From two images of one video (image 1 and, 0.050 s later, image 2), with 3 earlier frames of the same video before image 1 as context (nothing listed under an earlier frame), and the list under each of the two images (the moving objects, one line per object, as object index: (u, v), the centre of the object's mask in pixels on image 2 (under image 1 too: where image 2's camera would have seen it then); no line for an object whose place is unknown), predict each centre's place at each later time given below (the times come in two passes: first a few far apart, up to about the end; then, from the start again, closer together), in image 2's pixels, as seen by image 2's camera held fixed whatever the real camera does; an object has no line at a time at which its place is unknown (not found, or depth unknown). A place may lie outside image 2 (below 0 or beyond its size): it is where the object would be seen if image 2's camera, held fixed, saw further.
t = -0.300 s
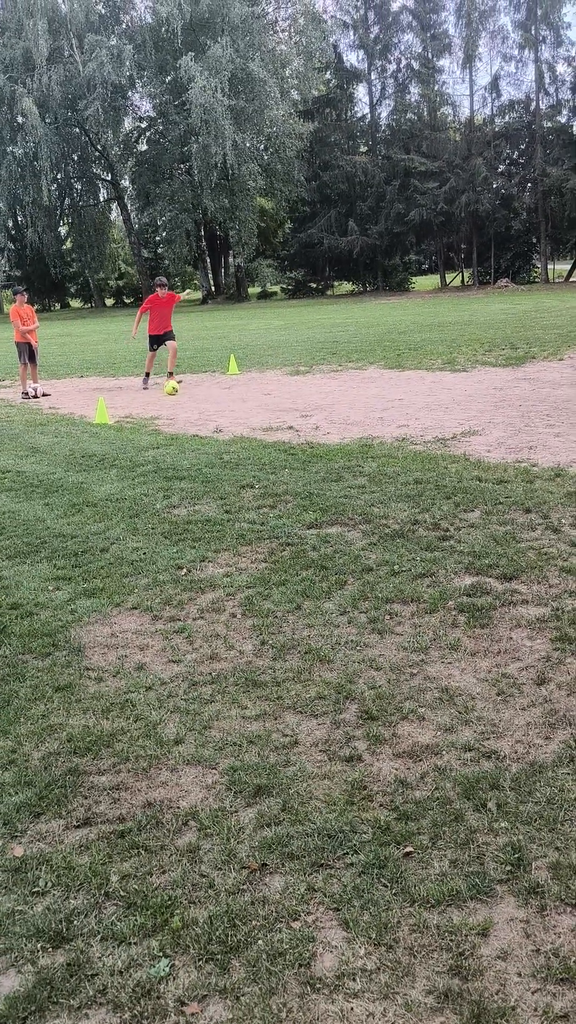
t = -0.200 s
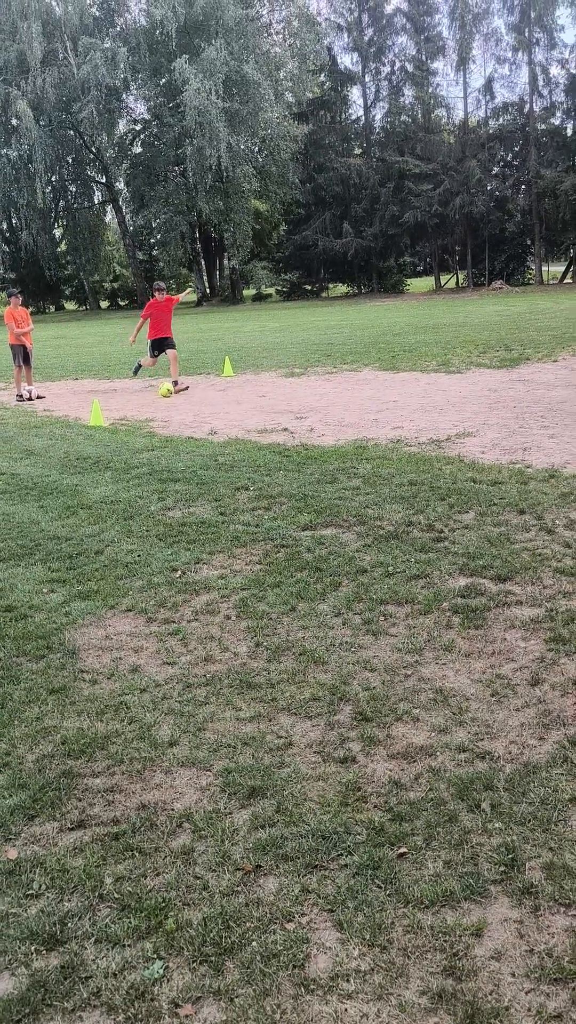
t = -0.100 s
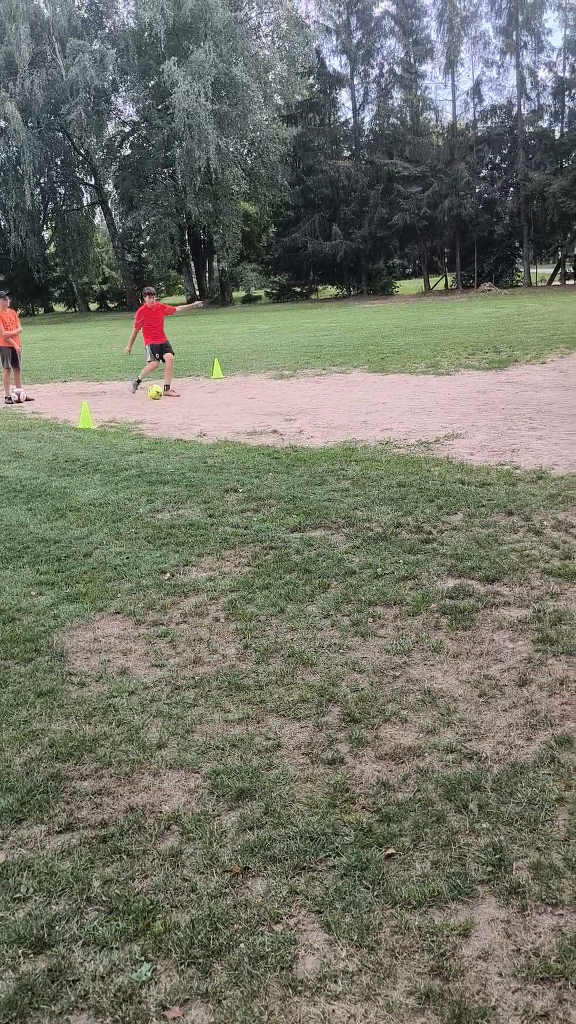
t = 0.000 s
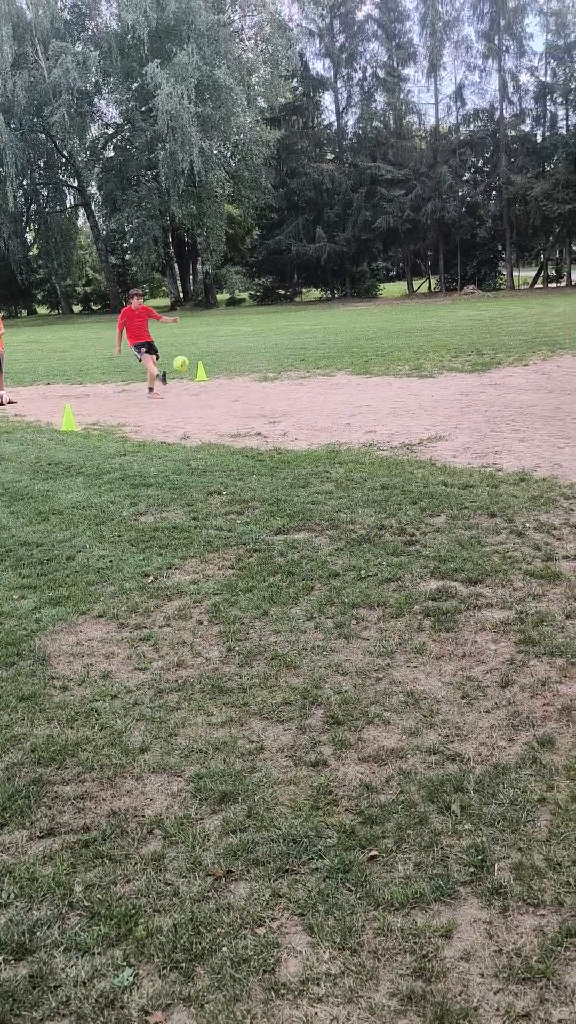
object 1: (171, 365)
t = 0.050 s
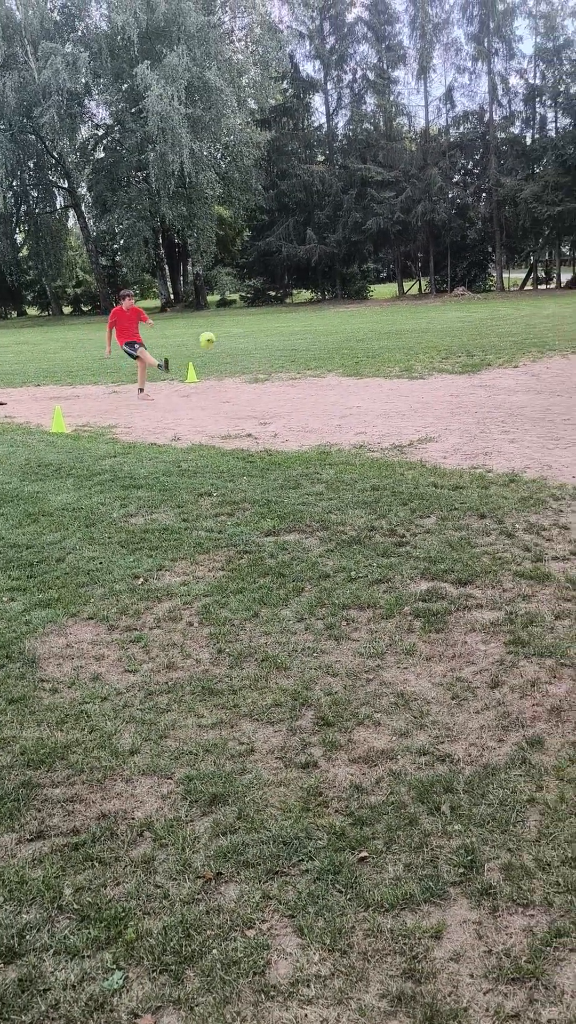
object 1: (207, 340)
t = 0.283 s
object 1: (407, 221)
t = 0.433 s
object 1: (573, 144)
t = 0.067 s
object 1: (219, 331)
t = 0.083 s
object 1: (232, 323)
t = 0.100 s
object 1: (245, 314)
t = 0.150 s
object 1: (285, 289)
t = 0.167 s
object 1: (300, 280)
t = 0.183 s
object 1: (314, 272)
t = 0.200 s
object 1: (329, 263)
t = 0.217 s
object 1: (344, 255)
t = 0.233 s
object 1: (359, 246)
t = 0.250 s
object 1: (375, 237)
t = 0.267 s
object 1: (391, 229)
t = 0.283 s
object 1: (407, 221)
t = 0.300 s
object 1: (424, 212)
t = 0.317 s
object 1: (441, 204)
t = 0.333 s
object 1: (458, 195)
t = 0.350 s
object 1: (476, 187)
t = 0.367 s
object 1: (495, 178)
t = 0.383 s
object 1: (514, 169)
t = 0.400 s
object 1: (533, 161)
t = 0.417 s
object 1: (553, 153)
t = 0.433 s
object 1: (573, 144)
